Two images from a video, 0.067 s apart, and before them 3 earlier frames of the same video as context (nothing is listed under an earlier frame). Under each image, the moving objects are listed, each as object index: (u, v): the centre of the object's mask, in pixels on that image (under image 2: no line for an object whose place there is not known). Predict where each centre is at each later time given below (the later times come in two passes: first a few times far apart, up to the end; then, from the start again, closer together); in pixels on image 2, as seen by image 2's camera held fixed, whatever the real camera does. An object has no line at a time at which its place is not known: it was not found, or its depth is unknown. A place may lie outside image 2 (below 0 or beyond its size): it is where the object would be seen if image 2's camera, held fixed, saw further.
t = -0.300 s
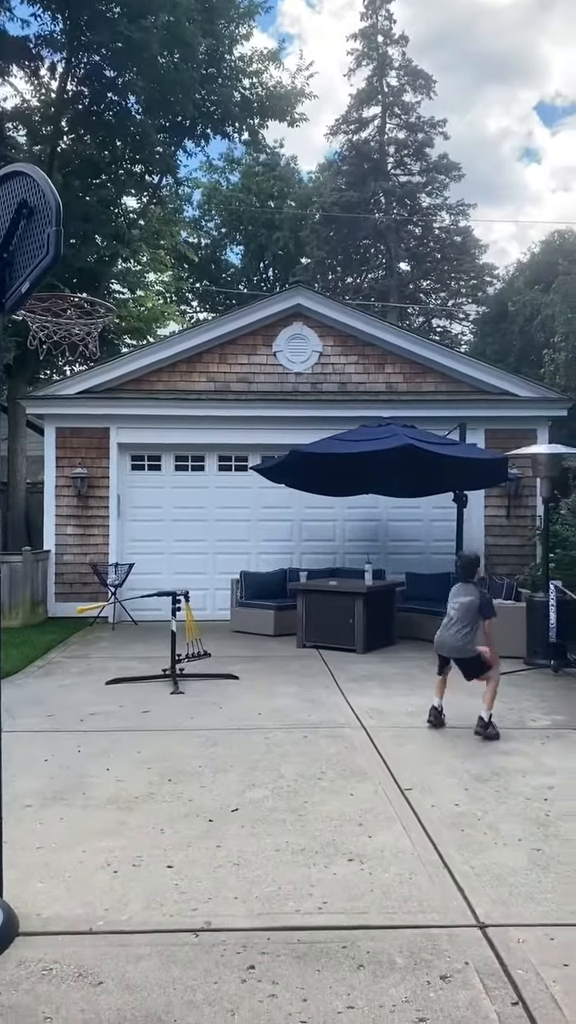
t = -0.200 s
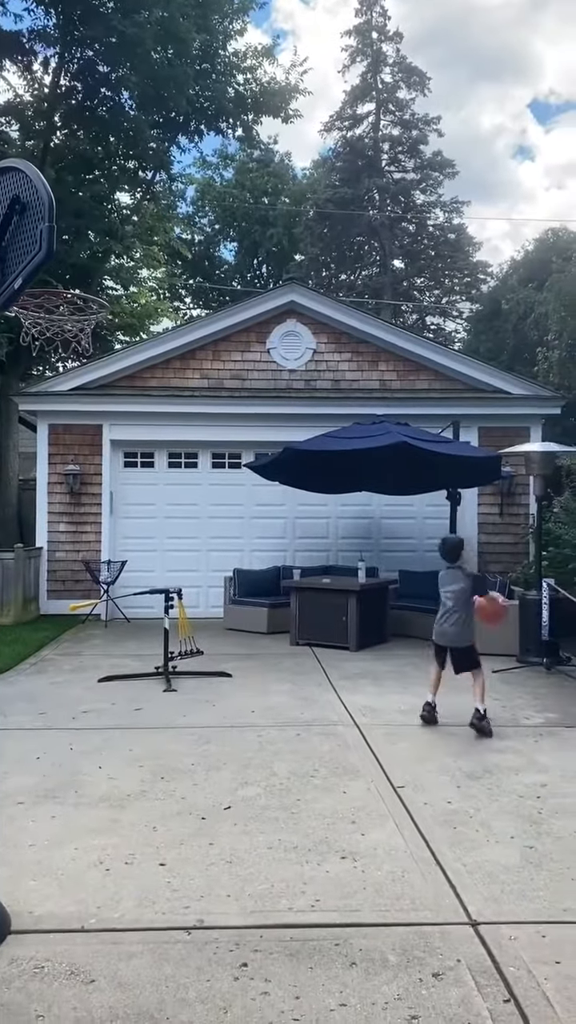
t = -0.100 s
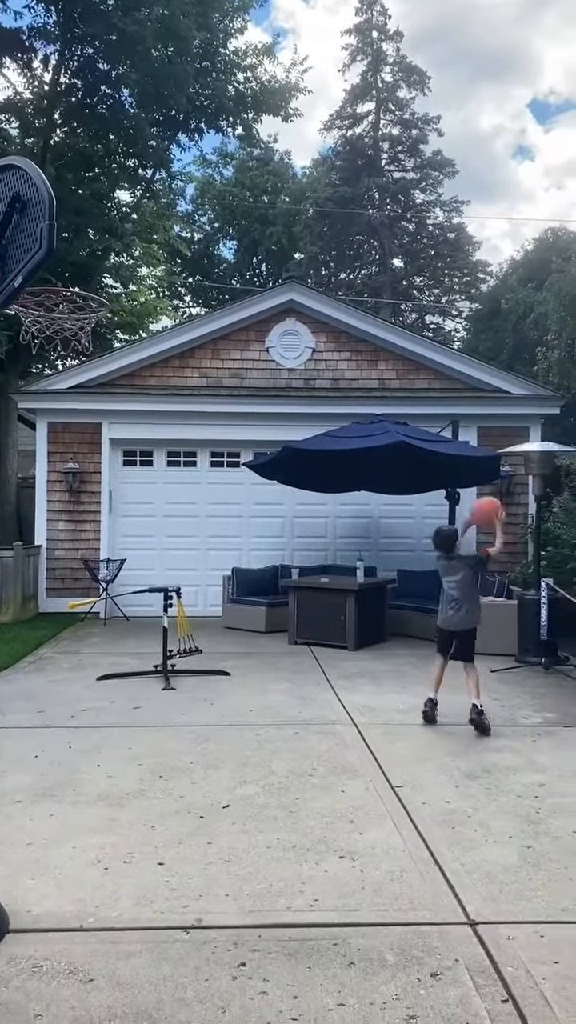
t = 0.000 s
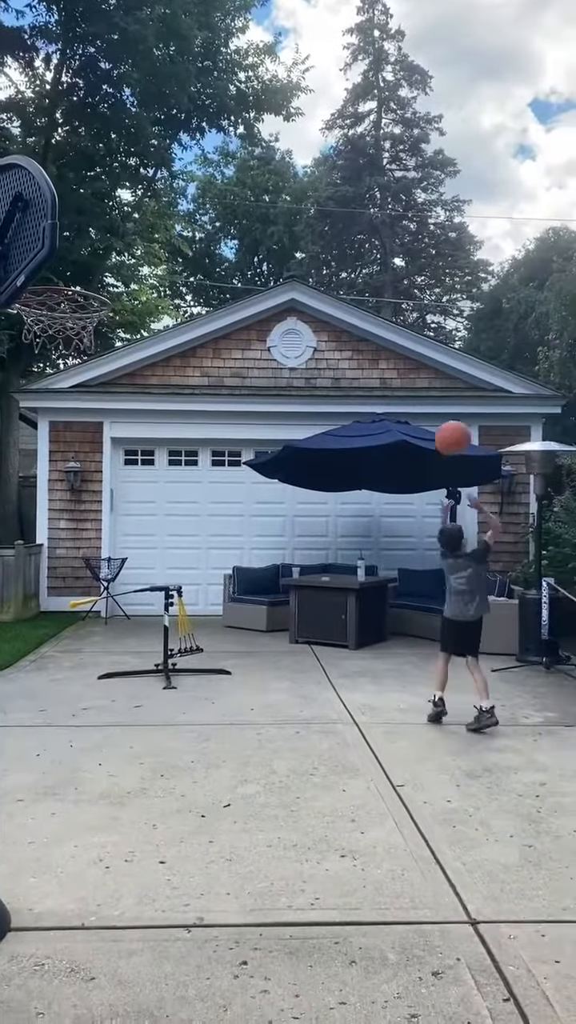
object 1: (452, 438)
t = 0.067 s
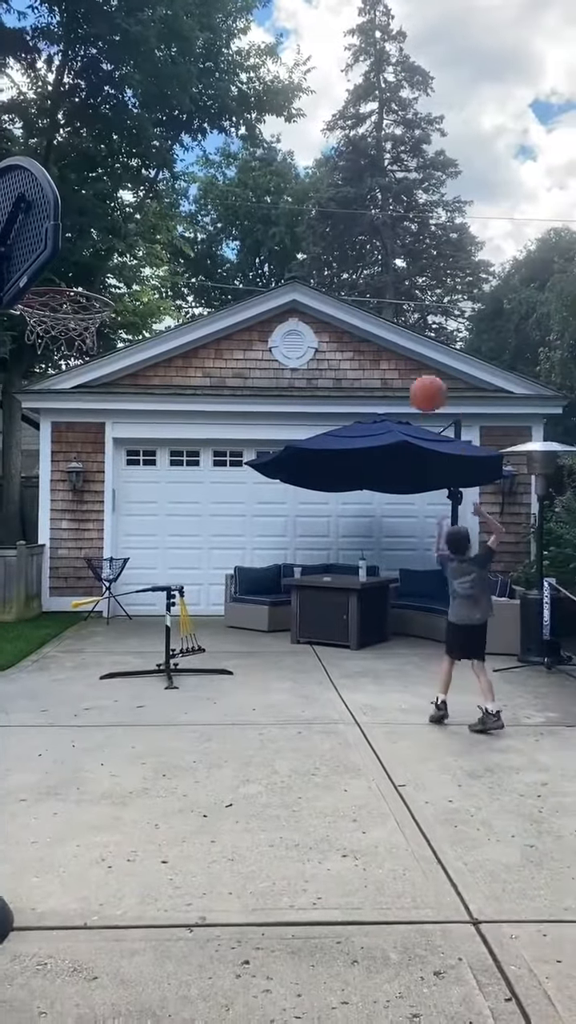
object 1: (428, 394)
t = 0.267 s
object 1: (335, 280)
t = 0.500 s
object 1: (188, 207)
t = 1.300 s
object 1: (93, 358)
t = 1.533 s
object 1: (116, 541)
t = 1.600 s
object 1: (124, 619)
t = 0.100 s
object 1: (414, 372)
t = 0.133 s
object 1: (399, 352)
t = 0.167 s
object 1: (385, 332)
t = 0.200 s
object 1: (368, 314)
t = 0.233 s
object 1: (352, 297)
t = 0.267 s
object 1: (335, 280)
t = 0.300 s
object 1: (318, 265)
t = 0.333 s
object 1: (298, 252)
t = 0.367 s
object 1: (278, 240)
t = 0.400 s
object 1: (257, 228)
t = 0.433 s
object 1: (235, 219)
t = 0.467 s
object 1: (213, 212)
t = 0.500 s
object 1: (188, 207)
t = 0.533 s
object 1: (162, 203)
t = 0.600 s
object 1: (106, 204)
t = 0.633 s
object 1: (82, 208)
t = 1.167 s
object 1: (73, 312)
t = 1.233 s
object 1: (87, 332)
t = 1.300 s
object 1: (93, 358)
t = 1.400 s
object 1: (106, 420)
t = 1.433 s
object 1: (110, 446)
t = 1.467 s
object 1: (112, 475)
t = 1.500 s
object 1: (113, 506)
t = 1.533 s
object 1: (116, 541)
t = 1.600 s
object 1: (124, 619)
